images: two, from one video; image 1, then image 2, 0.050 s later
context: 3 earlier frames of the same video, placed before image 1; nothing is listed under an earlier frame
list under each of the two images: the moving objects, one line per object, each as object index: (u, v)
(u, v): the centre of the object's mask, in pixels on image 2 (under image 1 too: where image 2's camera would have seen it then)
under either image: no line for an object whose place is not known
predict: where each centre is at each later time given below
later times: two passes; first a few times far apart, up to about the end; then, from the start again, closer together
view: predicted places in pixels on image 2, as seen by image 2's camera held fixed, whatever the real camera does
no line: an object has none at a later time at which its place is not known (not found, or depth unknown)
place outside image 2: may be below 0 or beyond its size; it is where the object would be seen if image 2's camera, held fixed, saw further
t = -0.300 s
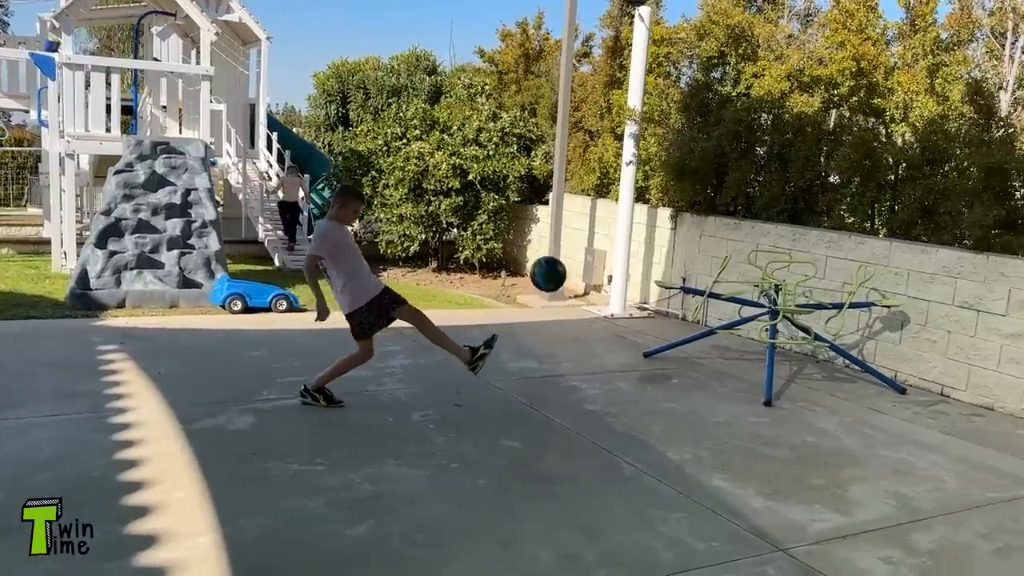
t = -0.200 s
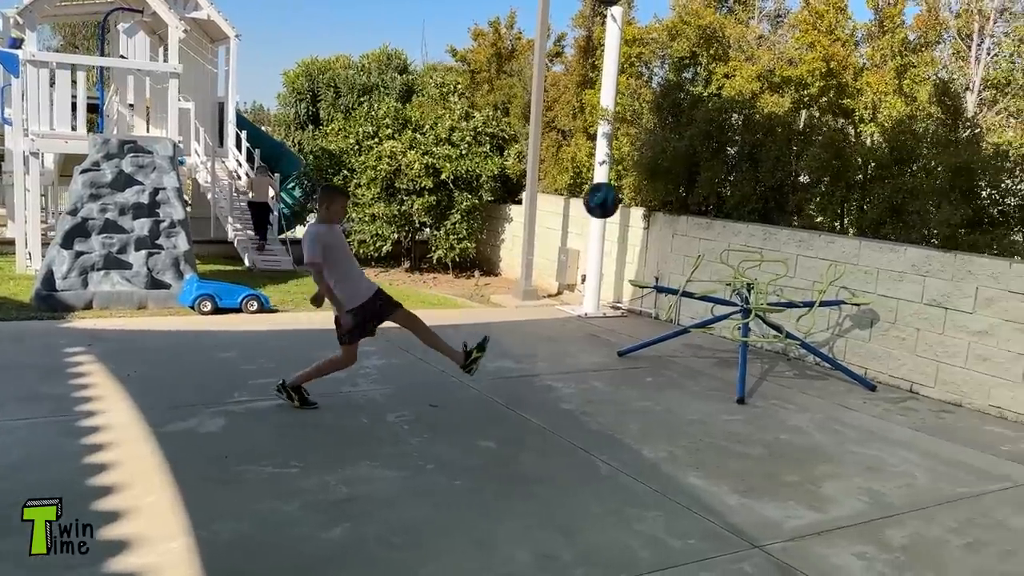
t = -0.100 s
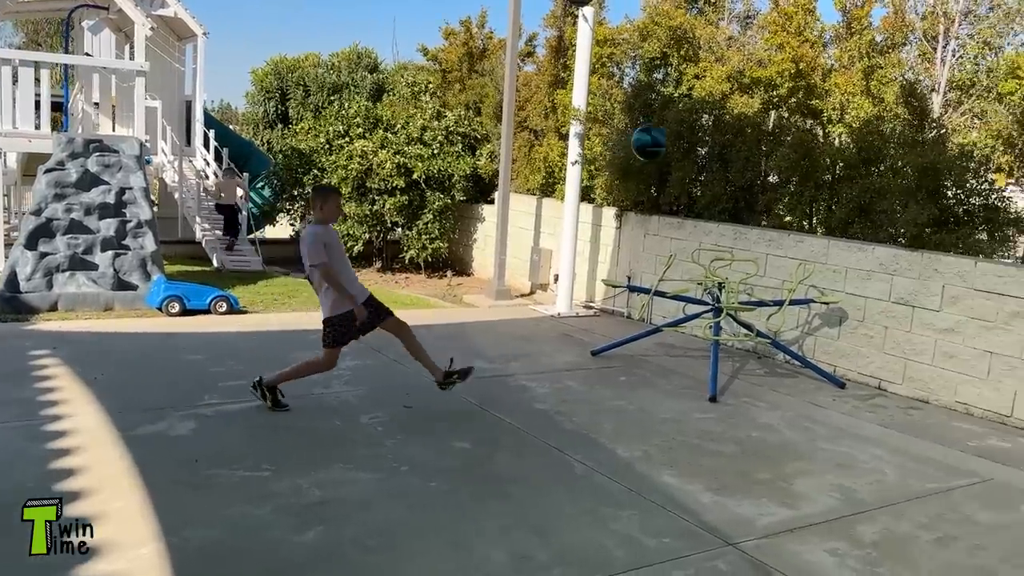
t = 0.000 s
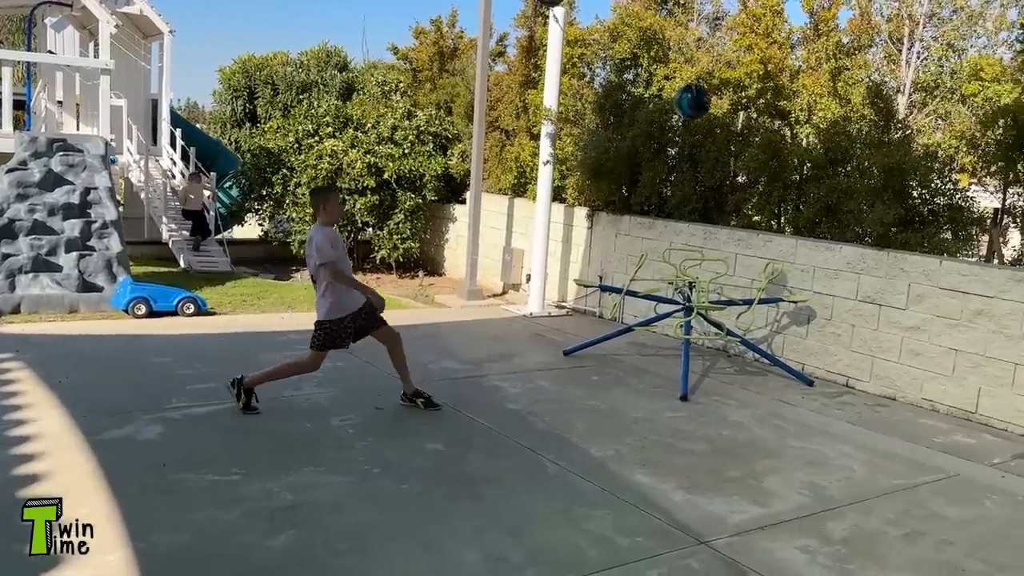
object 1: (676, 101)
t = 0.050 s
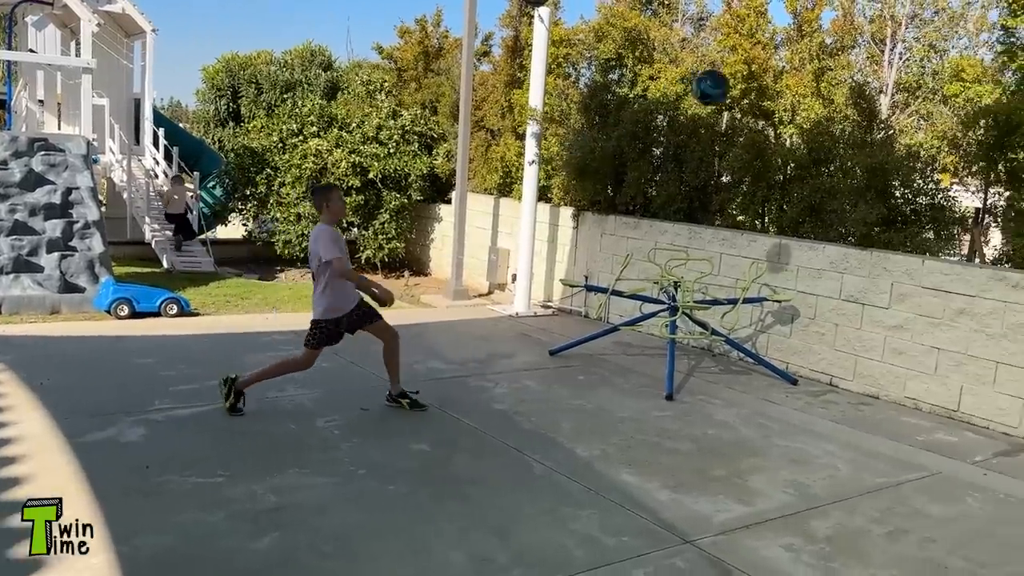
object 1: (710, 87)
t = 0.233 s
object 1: (826, 70)
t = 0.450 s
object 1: (944, 115)
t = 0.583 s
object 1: (1003, 169)
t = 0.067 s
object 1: (722, 84)
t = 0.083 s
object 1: (733, 81)
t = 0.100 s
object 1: (744, 78)
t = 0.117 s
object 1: (755, 75)
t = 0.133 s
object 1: (766, 74)
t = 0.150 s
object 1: (776, 72)
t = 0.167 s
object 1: (787, 70)
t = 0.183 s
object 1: (797, 70)
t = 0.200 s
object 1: (807, 69)
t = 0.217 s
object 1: (817, 69)
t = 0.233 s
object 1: (826, 70)
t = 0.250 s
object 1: (837, 71)
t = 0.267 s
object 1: (846, 73)
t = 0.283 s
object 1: (856, 74)
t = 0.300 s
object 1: (864, 77)
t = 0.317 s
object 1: (874, 79)
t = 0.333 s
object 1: (882, 82)
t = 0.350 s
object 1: (891, 86)
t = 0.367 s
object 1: (900, 90)
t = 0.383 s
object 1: (909, 94)
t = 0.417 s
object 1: (927, 103)
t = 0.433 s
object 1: (935, 109)
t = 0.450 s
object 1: (944, 115)
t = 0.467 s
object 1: (952, 120)
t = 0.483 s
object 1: (960, 126)
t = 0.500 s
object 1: (968, 133)
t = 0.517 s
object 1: (976, 141)
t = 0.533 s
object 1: (981, 149)
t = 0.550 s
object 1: (991, 155)
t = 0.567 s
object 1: (996, 165)
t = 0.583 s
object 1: (1003, 169)
